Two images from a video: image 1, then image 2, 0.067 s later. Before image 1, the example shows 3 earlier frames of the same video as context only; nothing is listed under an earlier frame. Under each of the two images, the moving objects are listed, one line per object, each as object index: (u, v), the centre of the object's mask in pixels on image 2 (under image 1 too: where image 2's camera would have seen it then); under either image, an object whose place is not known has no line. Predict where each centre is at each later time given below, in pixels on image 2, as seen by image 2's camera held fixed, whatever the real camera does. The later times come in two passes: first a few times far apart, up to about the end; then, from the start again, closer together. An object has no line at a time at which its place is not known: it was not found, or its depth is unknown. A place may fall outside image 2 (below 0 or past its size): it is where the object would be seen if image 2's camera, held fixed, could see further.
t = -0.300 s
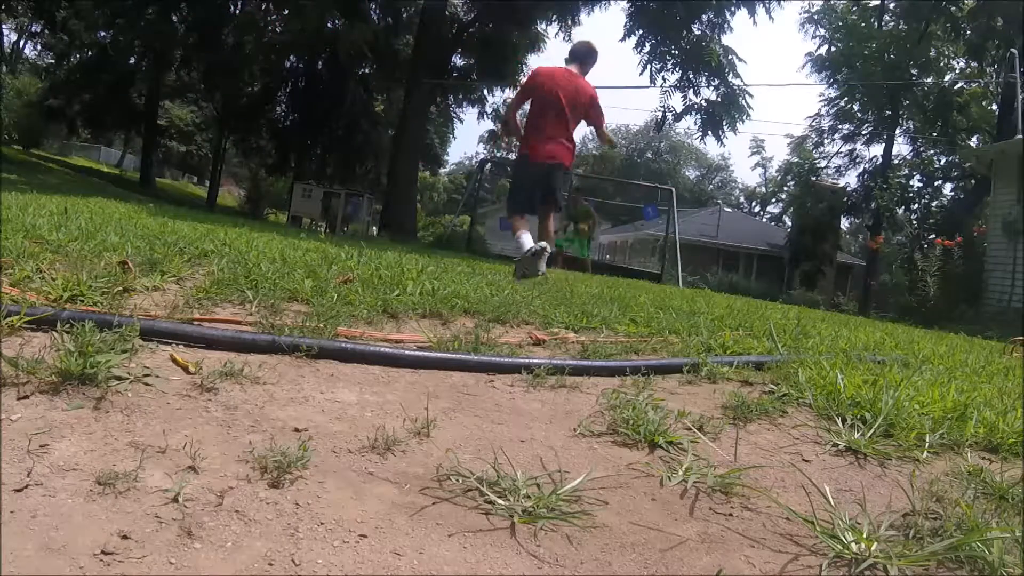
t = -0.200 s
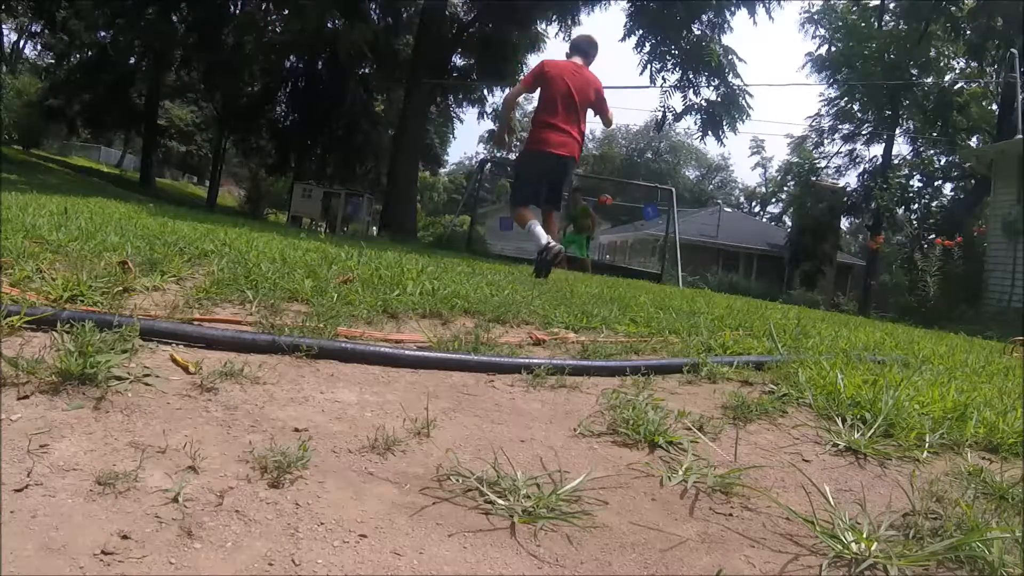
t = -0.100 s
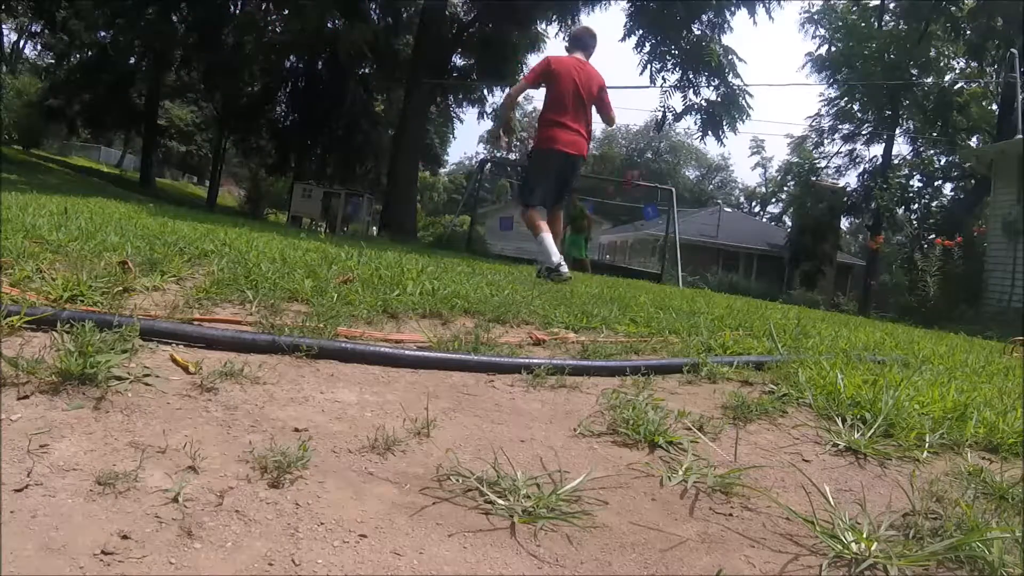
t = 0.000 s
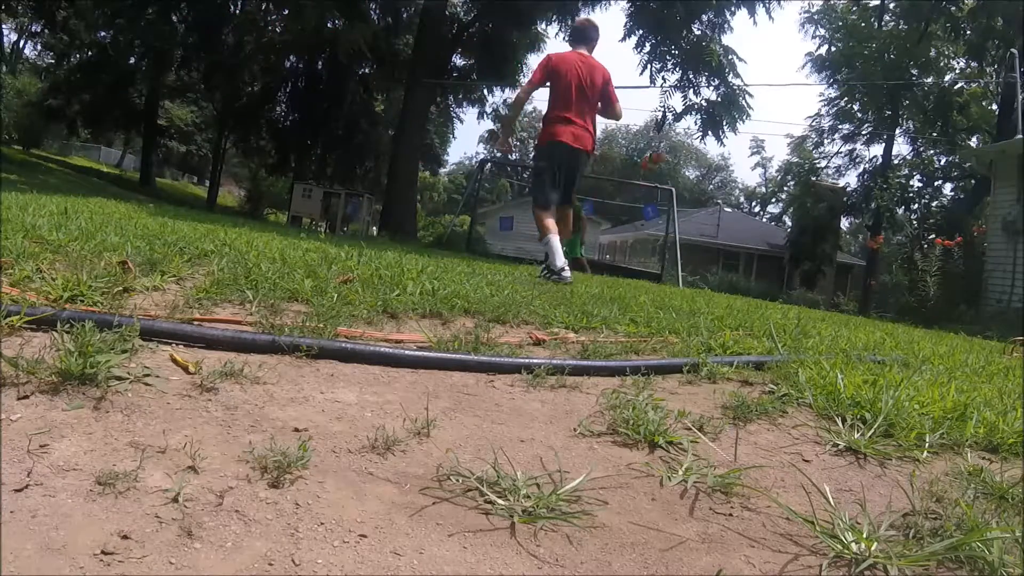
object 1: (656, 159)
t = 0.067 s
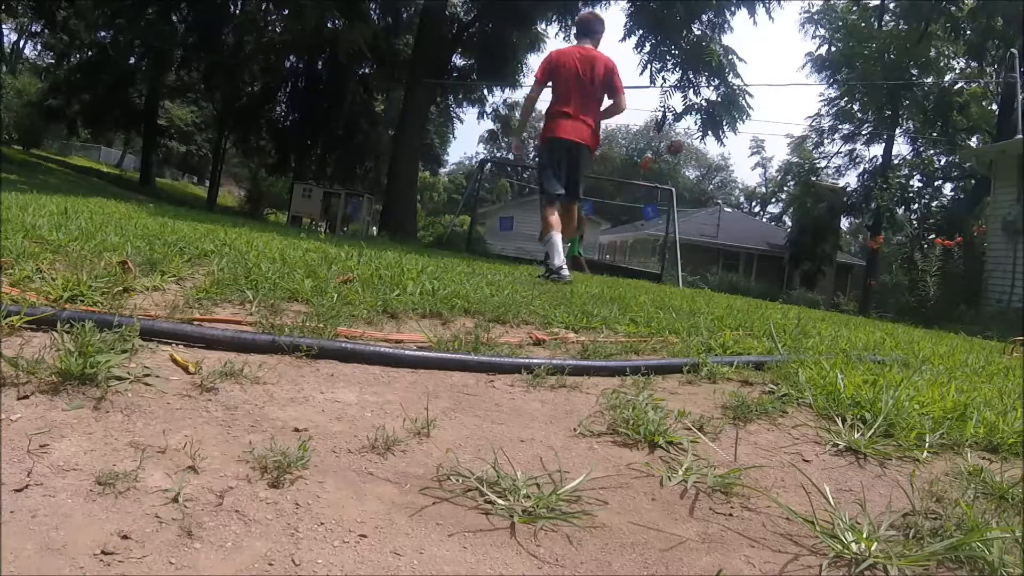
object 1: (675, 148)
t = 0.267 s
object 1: (732, 136)
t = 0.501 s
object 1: (806, 164)
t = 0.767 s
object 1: (902, 270)
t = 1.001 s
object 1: (964, 280)
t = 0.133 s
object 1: (693, 141)
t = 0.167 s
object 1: (703, 138)
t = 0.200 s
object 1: (712, 137)
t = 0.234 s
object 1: (722, 137)
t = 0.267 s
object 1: (732, 136)
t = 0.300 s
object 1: (742, 137)
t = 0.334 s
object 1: (752, 139)
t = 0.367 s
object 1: (763, 143)
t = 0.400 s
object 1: (773, 146)
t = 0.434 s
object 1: (784, 152)
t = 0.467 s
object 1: (796, 157)
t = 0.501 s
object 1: (806, 164)
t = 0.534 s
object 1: (818, 172)
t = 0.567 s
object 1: (829, 182)
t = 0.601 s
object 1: (841, 194)
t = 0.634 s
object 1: (852, 205)
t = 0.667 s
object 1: (865, 220)
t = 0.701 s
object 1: (877, 237)
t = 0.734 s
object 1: (889, 253)
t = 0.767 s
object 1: (902, 270)
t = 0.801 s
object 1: (913, 293)
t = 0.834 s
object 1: (925, 314)
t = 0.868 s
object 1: (934, 325)
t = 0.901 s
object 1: (942, 314)
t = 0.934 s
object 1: (950, 303)
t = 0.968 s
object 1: (957, 291)
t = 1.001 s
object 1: (964, 280)
